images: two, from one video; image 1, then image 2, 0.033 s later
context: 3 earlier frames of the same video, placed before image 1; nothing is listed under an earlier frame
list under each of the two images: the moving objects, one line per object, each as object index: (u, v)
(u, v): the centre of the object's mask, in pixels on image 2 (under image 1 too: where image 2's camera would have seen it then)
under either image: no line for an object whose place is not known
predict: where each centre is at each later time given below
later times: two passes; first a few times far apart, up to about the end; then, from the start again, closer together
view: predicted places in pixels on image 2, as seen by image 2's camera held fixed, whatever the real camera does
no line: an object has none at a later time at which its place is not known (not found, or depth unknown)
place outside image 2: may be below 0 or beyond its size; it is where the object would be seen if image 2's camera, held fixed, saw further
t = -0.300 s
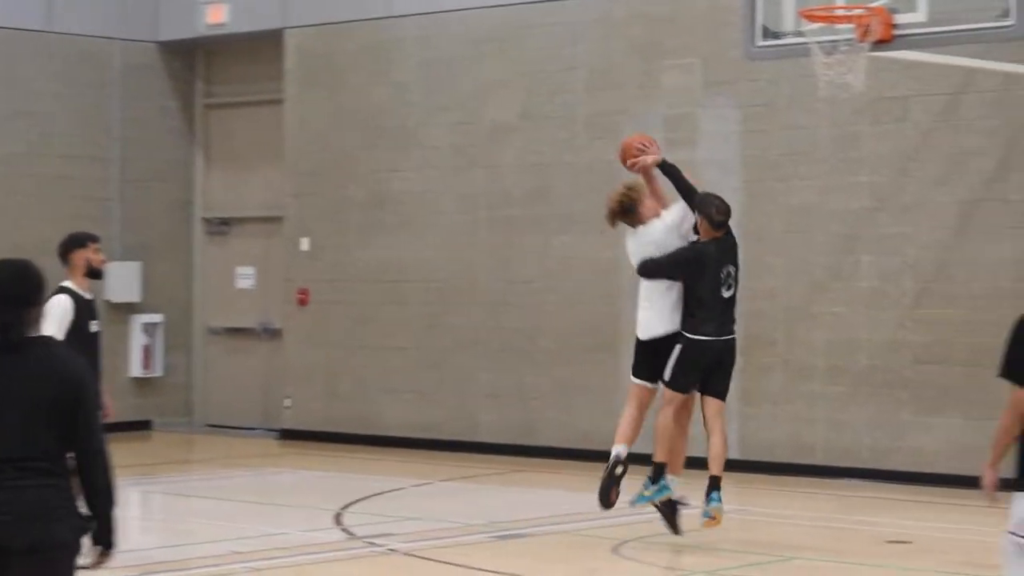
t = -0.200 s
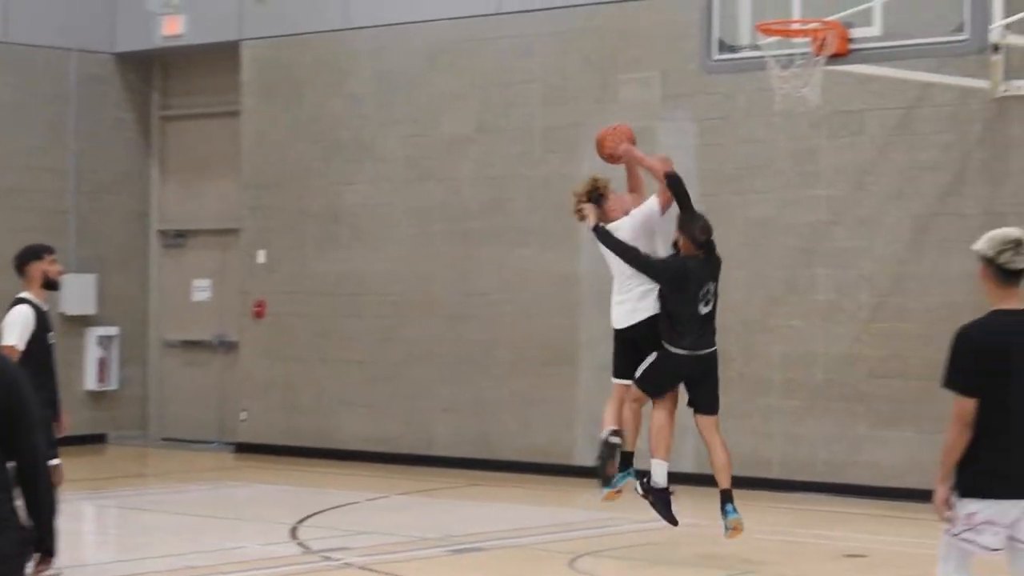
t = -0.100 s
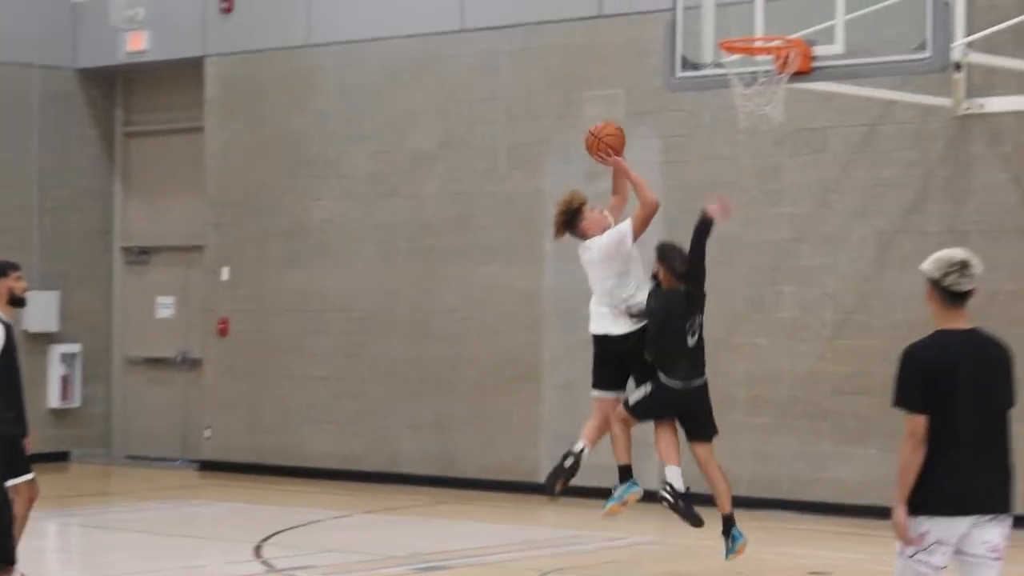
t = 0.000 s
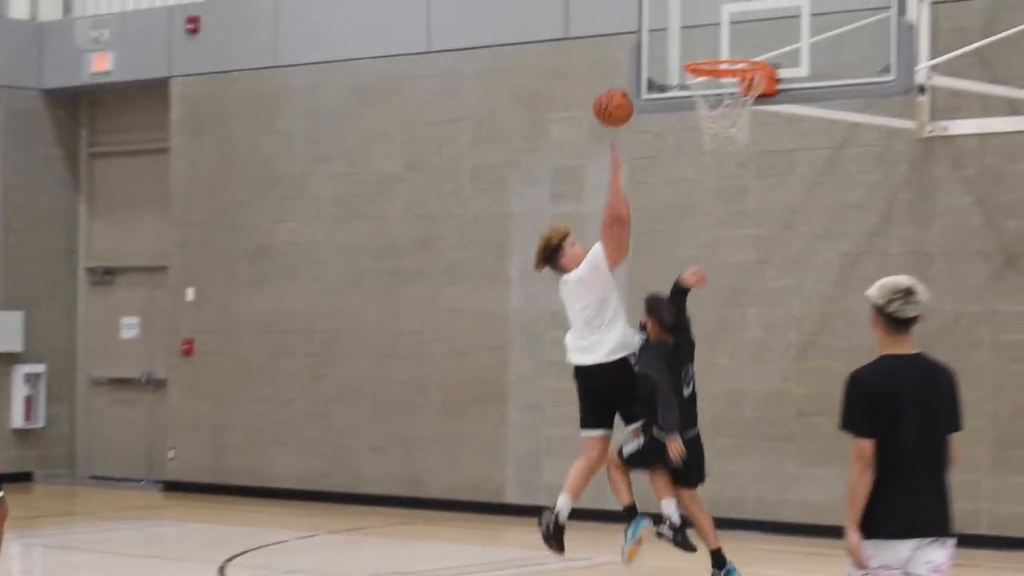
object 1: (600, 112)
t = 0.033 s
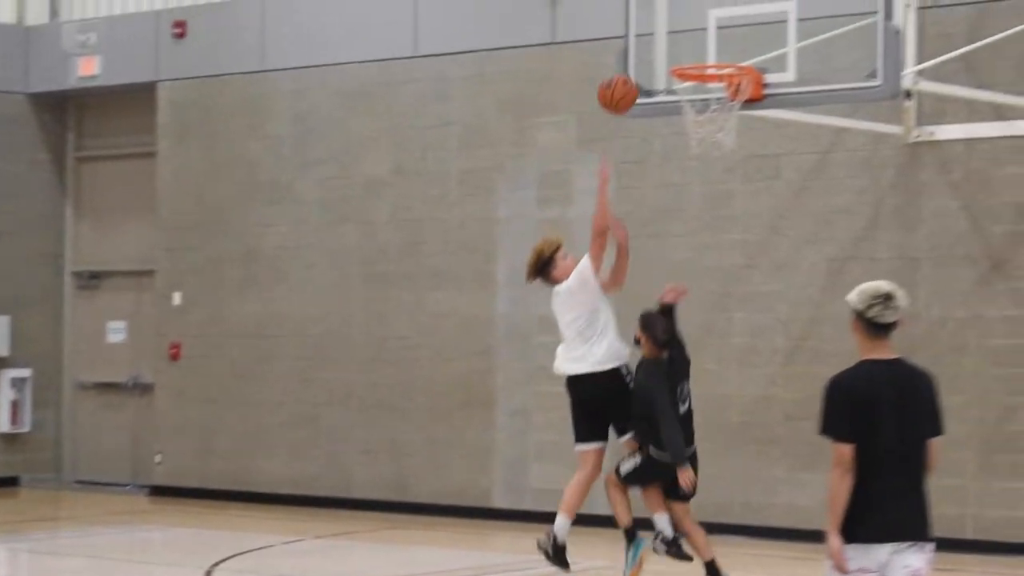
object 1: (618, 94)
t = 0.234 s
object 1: (707, 28)
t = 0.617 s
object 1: (710, 74)
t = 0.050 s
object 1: (626, 85)
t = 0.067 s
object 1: (634, 78)
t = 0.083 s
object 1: (643, 71)
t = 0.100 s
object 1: (651, 63)
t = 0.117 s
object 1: (660, 56)
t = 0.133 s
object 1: (668, 51)
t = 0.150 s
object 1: (676, 45)
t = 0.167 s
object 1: (685, 41)
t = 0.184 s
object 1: (693, 36)
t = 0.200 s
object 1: (702, 32)
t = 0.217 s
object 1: (706, 29)
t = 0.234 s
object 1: (707, 28)
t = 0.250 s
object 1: (708, 27)
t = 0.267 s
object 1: (708, 26)
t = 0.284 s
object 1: (709, 26)
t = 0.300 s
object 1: (710, 27)
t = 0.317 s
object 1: (710, 28)
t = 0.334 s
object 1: (711, 29)
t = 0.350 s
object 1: (712, 31)
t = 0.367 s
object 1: (712, 33)
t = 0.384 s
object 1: (713, 36)
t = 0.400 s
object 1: (713, 39)
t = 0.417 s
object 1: (714, 43)
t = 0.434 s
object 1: (714, 46)
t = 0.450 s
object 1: (715, 49)
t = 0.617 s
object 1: (710, 74)
